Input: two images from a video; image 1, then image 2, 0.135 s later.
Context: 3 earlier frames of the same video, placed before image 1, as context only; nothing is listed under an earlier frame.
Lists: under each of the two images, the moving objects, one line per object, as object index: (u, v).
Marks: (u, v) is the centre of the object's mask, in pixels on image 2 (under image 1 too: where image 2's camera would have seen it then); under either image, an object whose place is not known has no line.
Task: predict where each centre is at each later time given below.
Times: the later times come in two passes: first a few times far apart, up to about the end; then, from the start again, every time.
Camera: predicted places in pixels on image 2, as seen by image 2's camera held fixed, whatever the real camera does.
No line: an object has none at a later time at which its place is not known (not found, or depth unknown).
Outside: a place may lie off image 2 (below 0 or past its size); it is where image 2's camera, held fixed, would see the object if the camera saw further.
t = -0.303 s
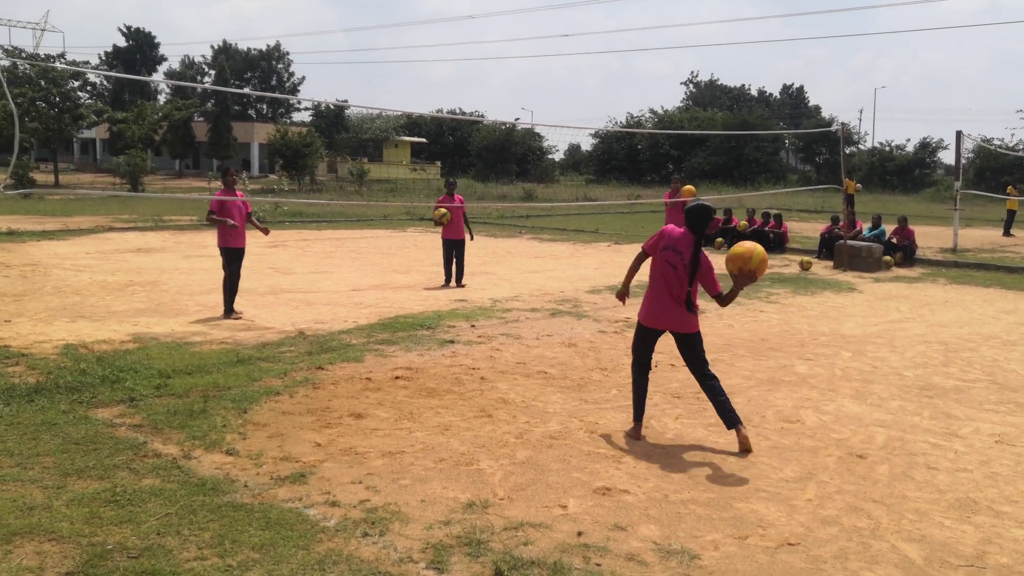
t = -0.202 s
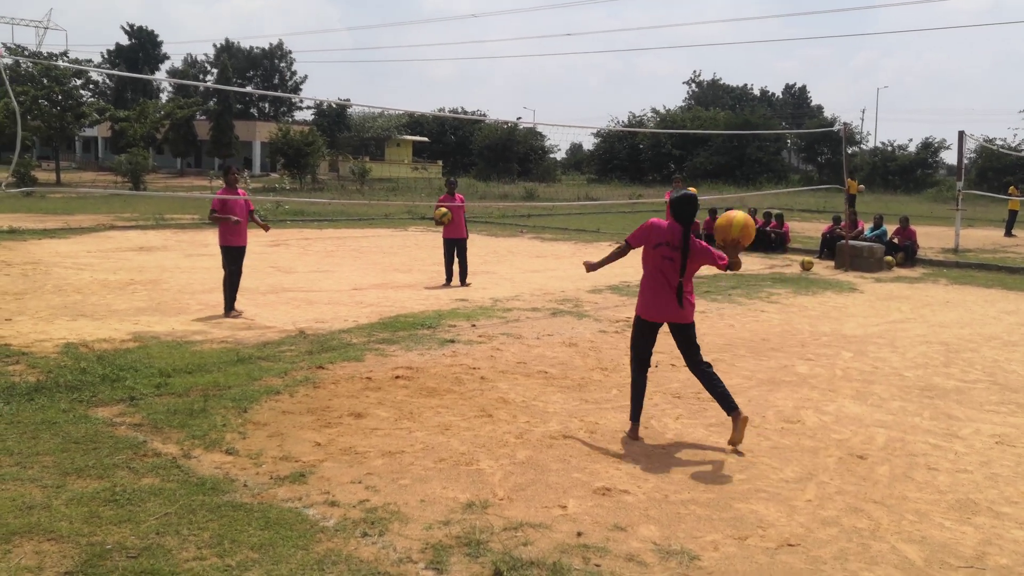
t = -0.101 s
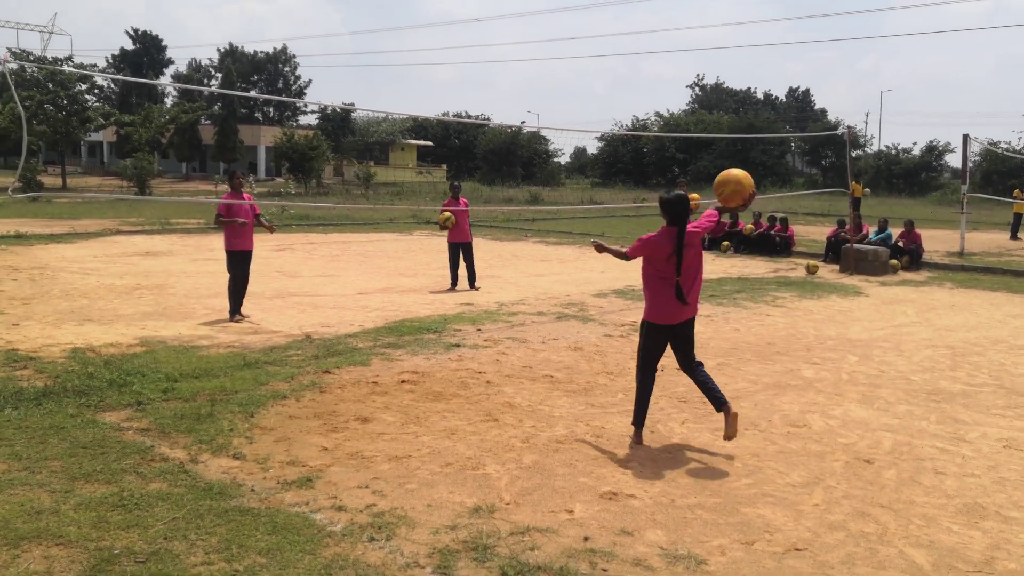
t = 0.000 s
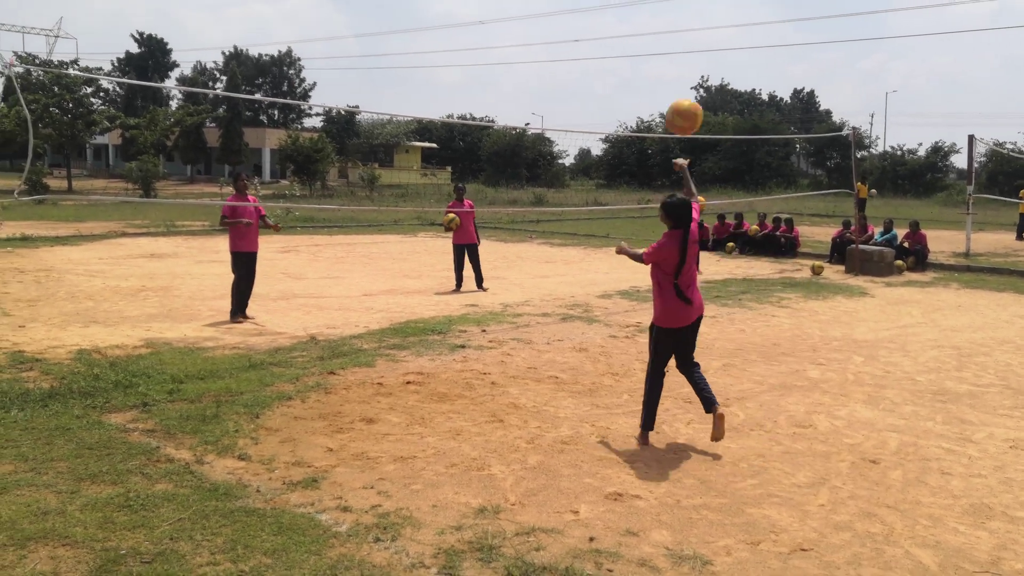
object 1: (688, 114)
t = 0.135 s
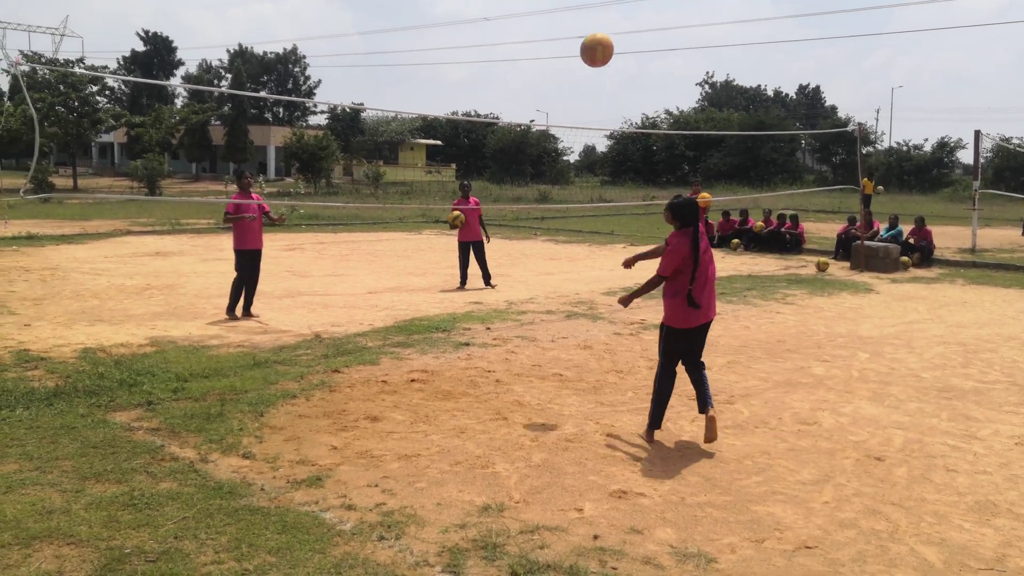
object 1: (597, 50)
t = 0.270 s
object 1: (518, 22)
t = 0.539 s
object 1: (392, 42)
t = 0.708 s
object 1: (330, 92)
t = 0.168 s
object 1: (576, 40)
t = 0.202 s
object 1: (556, 33)
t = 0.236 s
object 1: (537, 26)
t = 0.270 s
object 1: (518, 22)
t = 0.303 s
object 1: (501, 19)
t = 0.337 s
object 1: (485, 18)
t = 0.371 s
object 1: (467, 19)
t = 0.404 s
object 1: (451, 21)
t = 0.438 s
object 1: (436, 25)
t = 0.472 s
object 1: (421, 29)
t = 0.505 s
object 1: (406, 35)
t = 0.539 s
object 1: (392, 42)
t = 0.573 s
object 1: (379, 51)
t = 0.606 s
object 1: (367, 60)
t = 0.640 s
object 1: (354, 70)
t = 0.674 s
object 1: (342, 81)
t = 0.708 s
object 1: (330, 92)
